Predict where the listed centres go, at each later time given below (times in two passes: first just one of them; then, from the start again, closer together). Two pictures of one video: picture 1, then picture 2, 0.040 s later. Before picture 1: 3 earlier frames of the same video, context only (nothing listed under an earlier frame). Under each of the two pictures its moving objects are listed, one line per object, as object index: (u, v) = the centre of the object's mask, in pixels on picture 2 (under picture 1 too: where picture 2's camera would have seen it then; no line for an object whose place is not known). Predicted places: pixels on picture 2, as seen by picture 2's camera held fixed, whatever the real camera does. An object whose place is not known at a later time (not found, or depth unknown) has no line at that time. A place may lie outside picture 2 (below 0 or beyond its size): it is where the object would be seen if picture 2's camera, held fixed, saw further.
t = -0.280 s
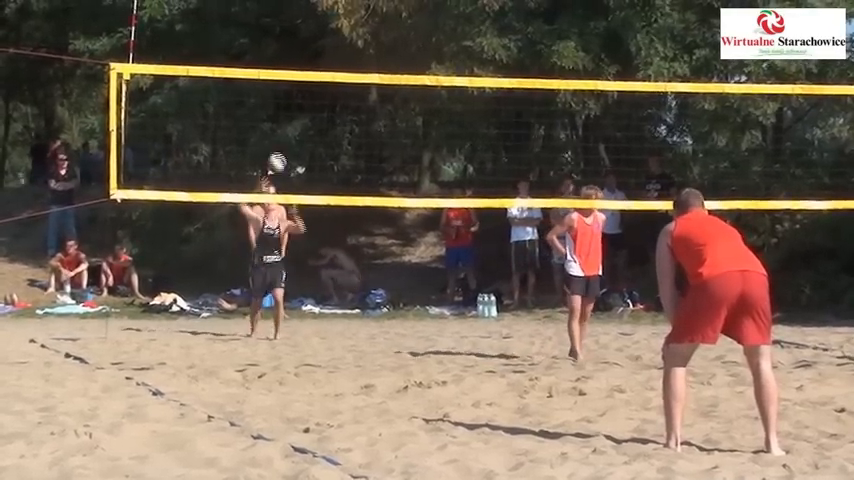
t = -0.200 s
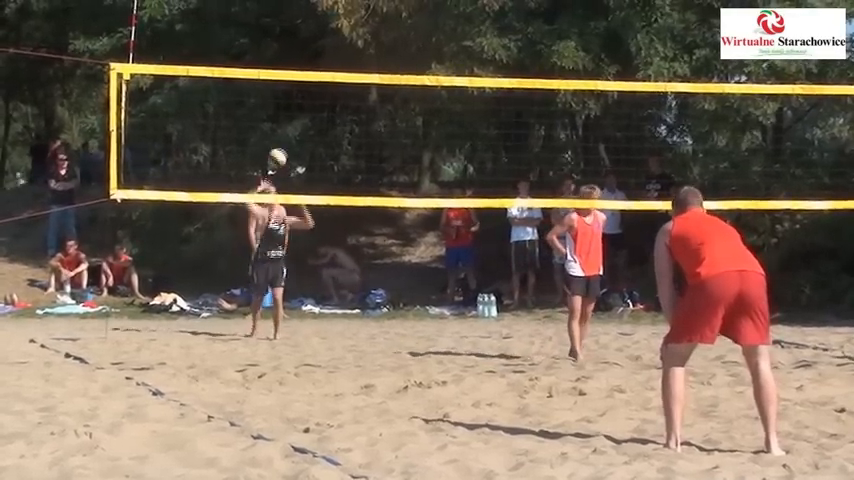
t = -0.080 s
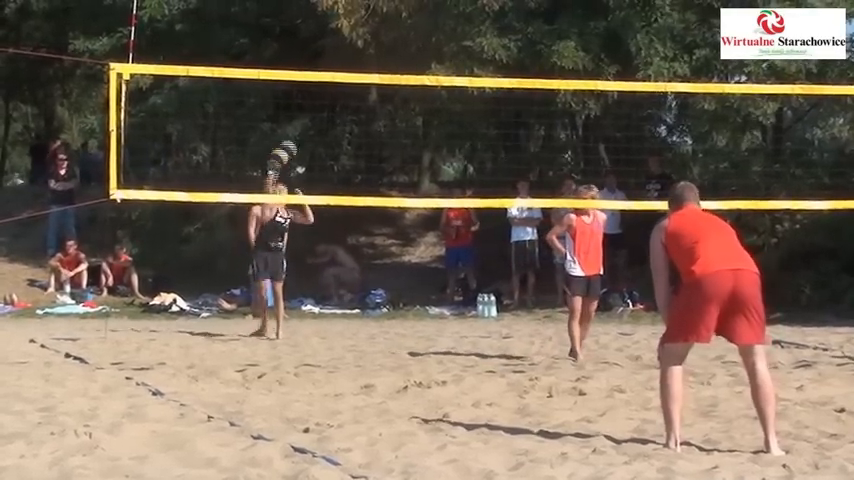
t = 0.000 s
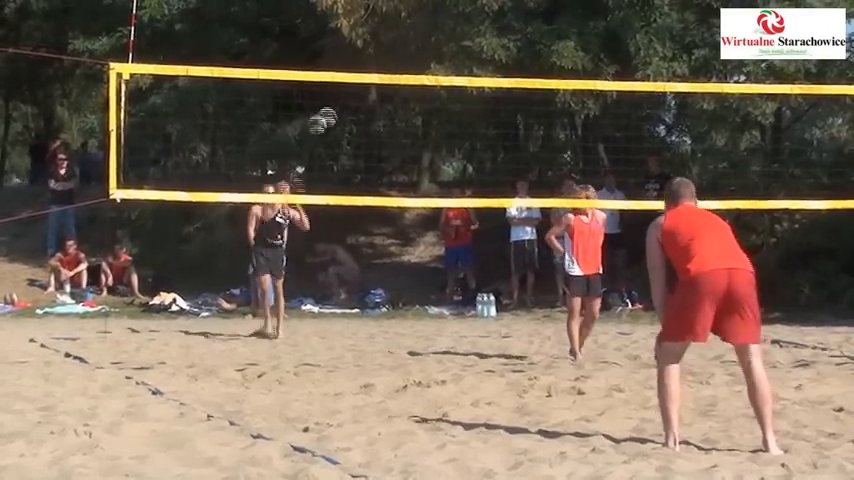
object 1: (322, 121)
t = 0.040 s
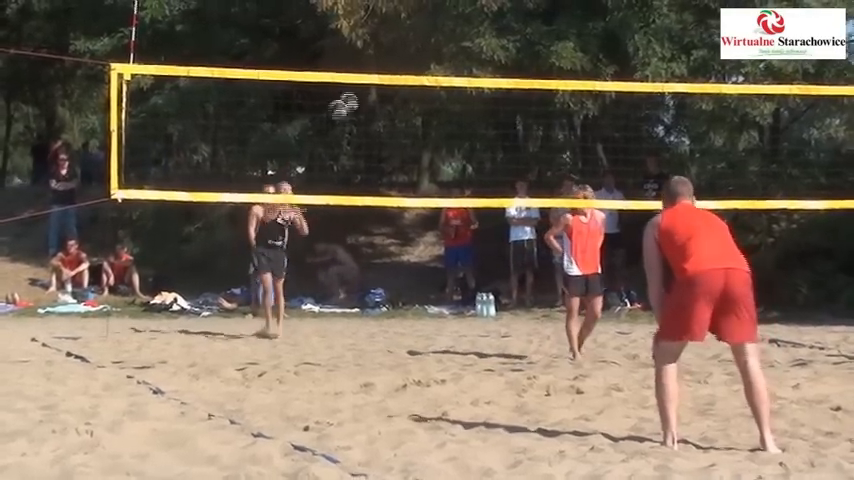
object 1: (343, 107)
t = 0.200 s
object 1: (434, 54)
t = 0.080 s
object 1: (364, 94)
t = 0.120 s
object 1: (391, 70)
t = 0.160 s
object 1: (412, 64)
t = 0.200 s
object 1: (434, 54)
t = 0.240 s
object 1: (459, 43)
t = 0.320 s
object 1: (513, 26)
